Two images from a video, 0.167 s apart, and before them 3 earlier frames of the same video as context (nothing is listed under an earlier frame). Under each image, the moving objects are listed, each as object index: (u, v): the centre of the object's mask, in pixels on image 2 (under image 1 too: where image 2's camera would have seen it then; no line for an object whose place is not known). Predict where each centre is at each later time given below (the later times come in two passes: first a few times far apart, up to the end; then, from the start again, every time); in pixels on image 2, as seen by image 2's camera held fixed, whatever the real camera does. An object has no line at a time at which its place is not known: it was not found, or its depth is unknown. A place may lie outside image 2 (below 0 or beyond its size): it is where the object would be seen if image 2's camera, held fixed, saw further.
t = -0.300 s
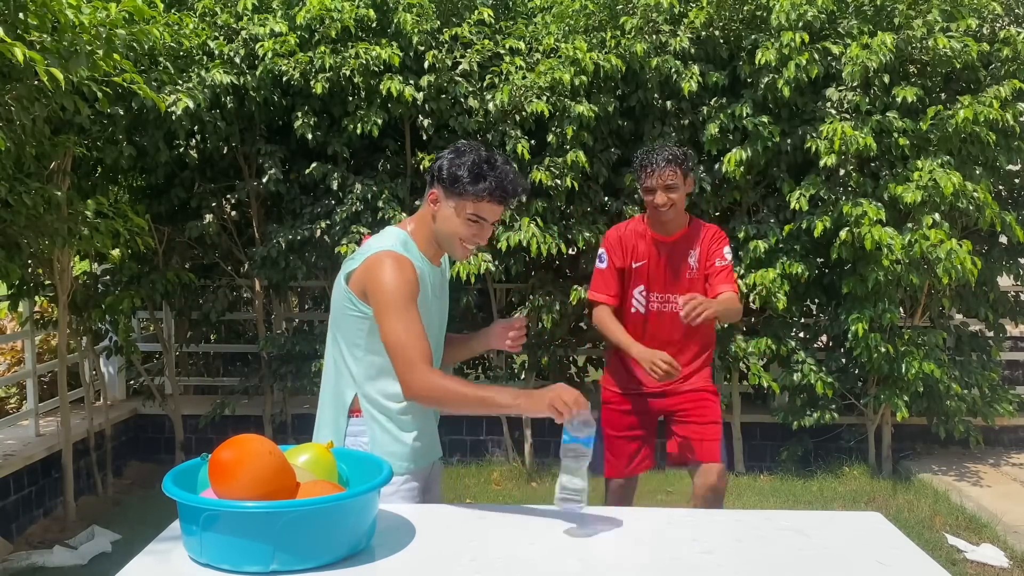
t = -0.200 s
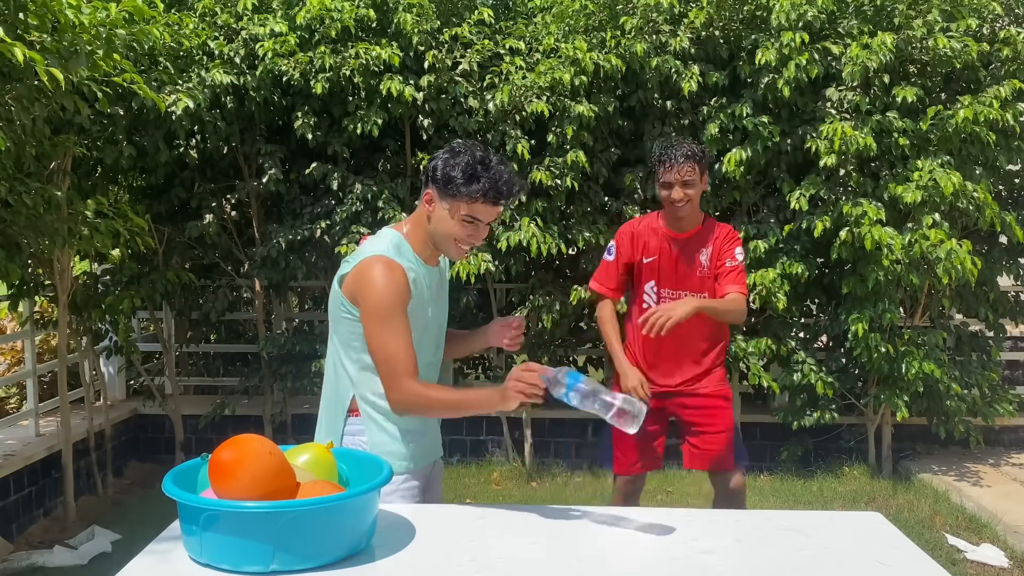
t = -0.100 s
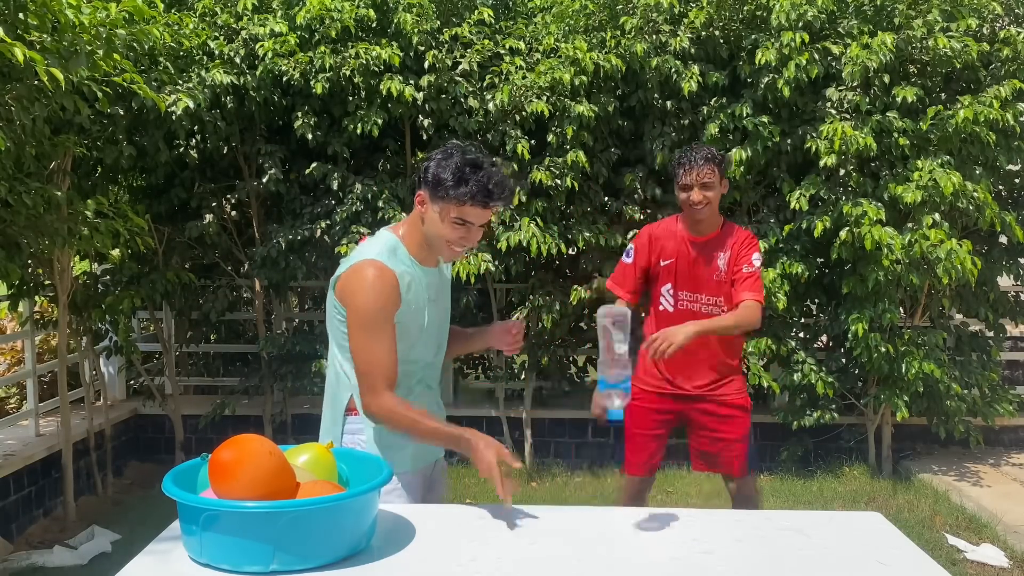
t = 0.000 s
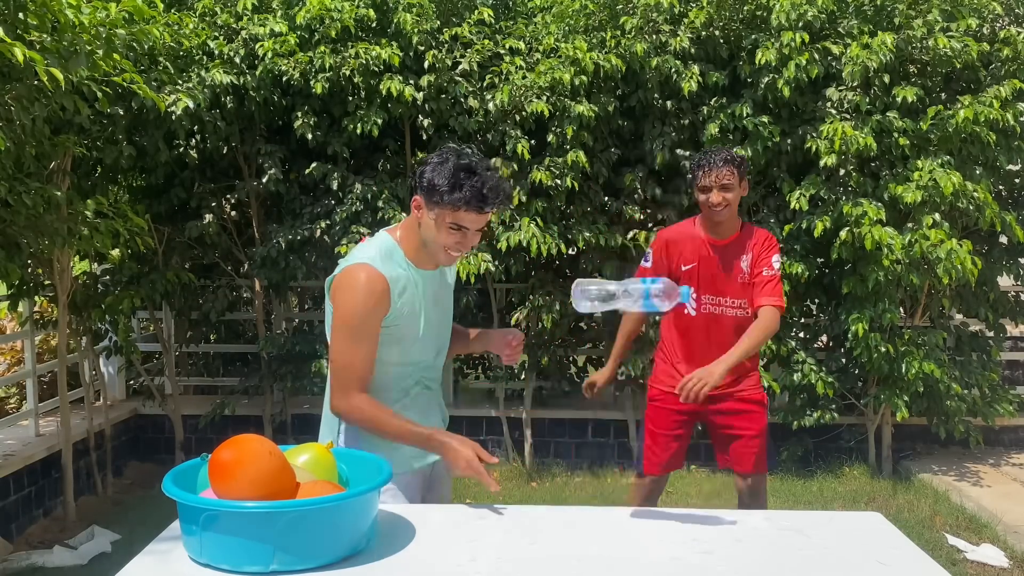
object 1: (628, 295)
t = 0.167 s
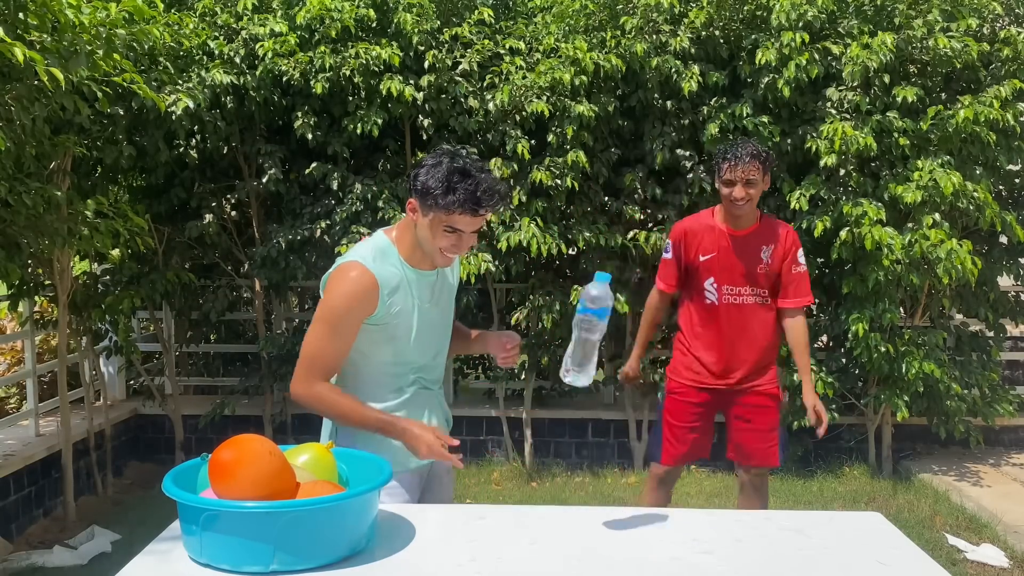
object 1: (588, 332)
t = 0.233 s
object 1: (576, 391)
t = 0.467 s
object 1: (535, 533)
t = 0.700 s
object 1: (530, 536)
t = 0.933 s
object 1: (528, 538)
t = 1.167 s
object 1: (526, 540)
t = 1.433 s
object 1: (524, 542)
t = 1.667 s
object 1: (521, 543)
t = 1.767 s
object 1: (520, 544)
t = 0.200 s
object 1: (582, 359)
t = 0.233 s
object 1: (576, 391)
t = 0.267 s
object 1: (570, 430)
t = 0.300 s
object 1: (564, 474)
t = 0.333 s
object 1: (556, 500)
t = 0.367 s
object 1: (550, 513)
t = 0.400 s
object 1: (547, 528)
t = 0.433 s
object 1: (540, 533)
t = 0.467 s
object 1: (535, 533)
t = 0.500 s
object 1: (534, 534)
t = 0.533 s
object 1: (533, 534)
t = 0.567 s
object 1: (532, 535)
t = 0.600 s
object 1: (532, 535)
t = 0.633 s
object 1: (531, 535)
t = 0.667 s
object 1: (531, 536)
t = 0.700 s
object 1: (530, 536)
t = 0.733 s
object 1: (530, 536)
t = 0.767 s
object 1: (530, 536)
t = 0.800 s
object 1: (529, 537)
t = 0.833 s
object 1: (529, 537)
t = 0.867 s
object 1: (528, 537)
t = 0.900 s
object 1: (528, 537)
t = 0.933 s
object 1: (528, 538)
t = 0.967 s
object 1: (528, 538)
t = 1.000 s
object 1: (528, 538)
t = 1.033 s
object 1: (527, 539)
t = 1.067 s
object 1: (527, 539)
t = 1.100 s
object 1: (526, 539)
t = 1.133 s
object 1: (526, 539)
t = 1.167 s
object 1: (526, 540)
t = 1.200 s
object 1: (526, 540)
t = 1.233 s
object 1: (525, 540)
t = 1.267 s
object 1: (525, 540)
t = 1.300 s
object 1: (525, 541)
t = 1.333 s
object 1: (524, 541)
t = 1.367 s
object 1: (524, 541)
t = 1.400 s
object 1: (524, 541)
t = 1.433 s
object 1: (524, 542)
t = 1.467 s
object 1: (523, 542)
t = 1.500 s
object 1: (522, 542)
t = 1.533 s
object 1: (522, 542)
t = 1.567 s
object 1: (522, 542)
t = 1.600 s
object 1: (522, 543)
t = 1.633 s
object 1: (521, 543)
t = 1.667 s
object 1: (521, 543)
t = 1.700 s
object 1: (520, 543)
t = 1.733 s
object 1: (520, 544)
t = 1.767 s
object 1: (520, 544)
